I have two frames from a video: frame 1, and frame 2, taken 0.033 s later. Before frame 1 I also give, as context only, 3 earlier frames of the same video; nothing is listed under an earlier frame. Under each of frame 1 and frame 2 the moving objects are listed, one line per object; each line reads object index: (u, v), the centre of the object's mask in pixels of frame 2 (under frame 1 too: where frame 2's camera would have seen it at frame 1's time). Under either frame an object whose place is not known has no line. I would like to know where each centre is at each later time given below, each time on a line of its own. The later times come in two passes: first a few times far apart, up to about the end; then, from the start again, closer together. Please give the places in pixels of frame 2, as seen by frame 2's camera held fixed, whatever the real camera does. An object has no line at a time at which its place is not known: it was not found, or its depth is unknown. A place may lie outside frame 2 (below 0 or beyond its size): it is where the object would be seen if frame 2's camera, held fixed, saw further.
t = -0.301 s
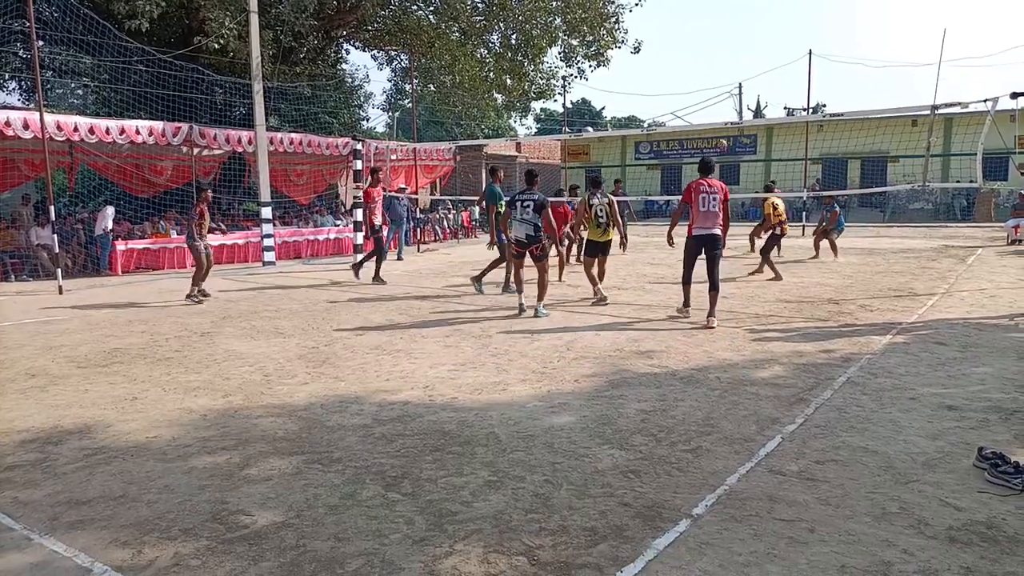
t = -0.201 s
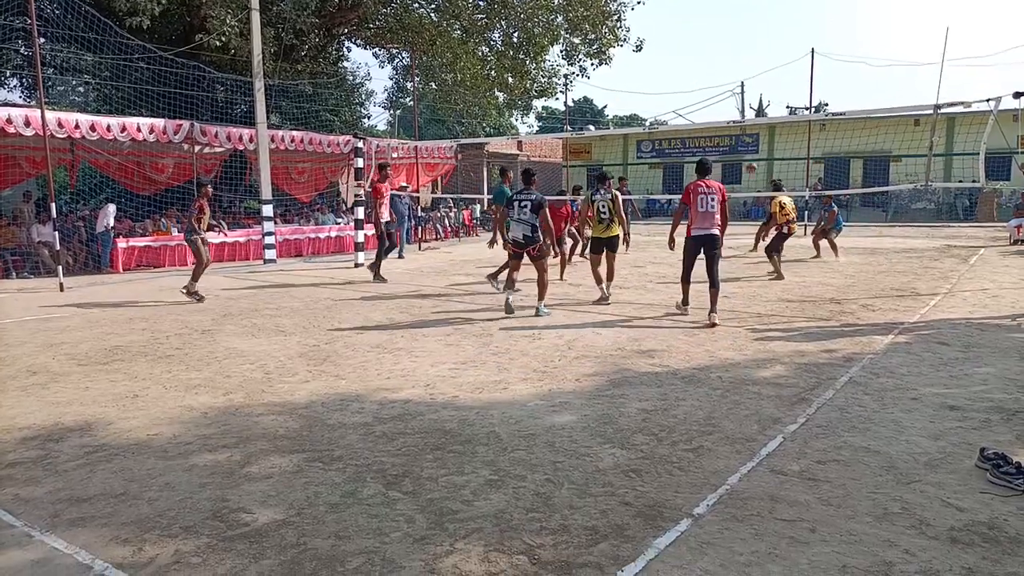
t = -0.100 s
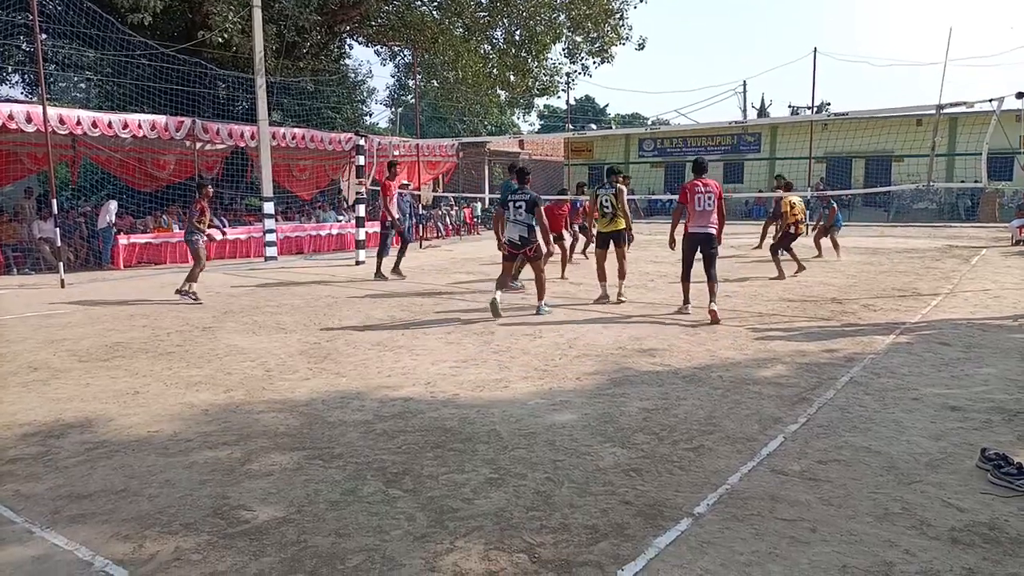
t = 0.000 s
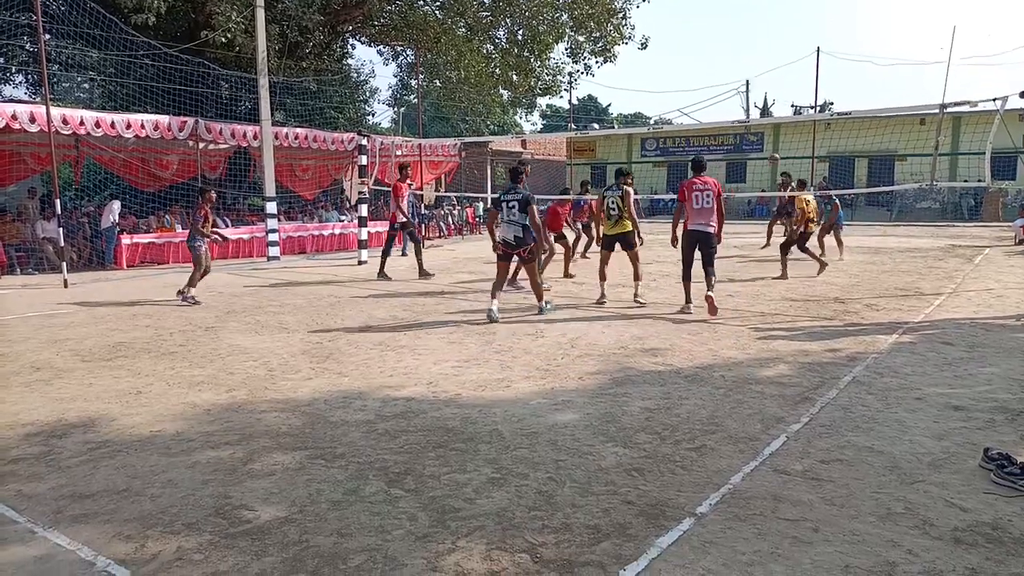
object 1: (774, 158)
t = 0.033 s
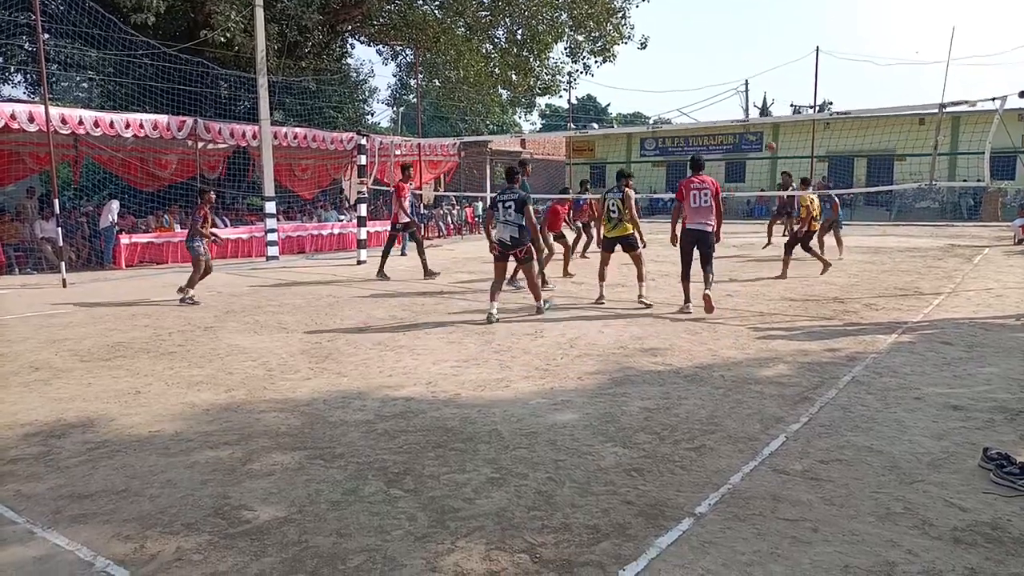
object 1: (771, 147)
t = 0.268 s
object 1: (748, 80)
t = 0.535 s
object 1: (721, 36)
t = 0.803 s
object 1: (691, 29)
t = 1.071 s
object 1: (660, 61)
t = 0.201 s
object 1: (754, 97)
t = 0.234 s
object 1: (751, 88)
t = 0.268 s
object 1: (748, 80)
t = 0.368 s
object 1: (738, 59)
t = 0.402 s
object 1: (735, 53)
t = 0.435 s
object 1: (731, 48)
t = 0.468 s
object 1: (728, 43)
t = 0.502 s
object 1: (724, 39)
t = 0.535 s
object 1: (721, 36)
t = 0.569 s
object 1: (717, 33)
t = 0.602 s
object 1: (714, 30)
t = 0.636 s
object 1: (710, 29)
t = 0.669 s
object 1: (707, 27)
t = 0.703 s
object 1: (703, 27)
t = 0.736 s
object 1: (699, 27)
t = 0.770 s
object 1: (695, 28)
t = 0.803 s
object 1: (691, 29)
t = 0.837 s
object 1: (687, 30)
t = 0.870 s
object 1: (684, 33)
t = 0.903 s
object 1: (680, 37)
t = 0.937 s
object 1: (676, 40)
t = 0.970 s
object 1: (672, 45)
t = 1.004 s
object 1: (668, 50)
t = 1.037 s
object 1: (664, 55)
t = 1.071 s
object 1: (660, 61)
